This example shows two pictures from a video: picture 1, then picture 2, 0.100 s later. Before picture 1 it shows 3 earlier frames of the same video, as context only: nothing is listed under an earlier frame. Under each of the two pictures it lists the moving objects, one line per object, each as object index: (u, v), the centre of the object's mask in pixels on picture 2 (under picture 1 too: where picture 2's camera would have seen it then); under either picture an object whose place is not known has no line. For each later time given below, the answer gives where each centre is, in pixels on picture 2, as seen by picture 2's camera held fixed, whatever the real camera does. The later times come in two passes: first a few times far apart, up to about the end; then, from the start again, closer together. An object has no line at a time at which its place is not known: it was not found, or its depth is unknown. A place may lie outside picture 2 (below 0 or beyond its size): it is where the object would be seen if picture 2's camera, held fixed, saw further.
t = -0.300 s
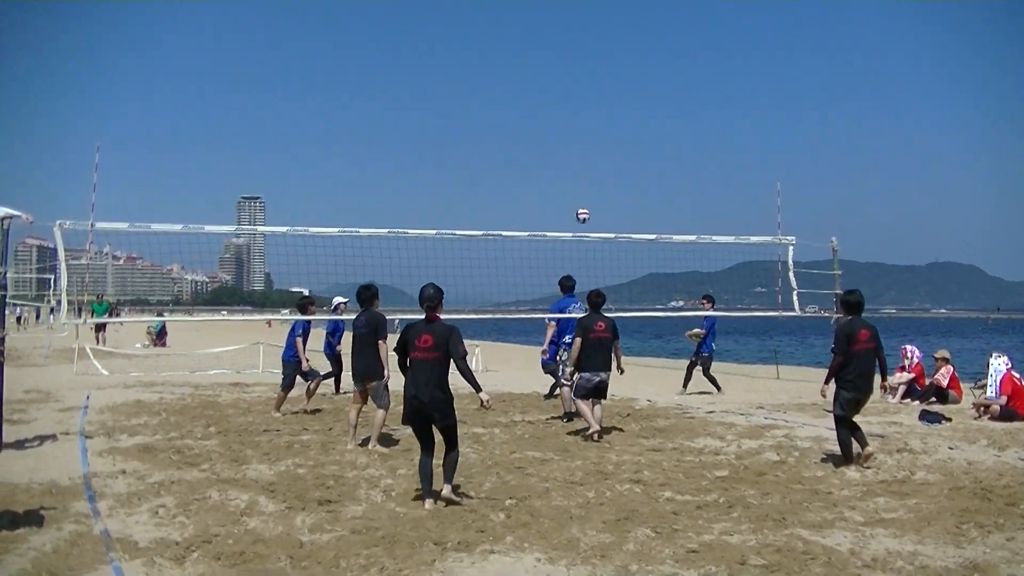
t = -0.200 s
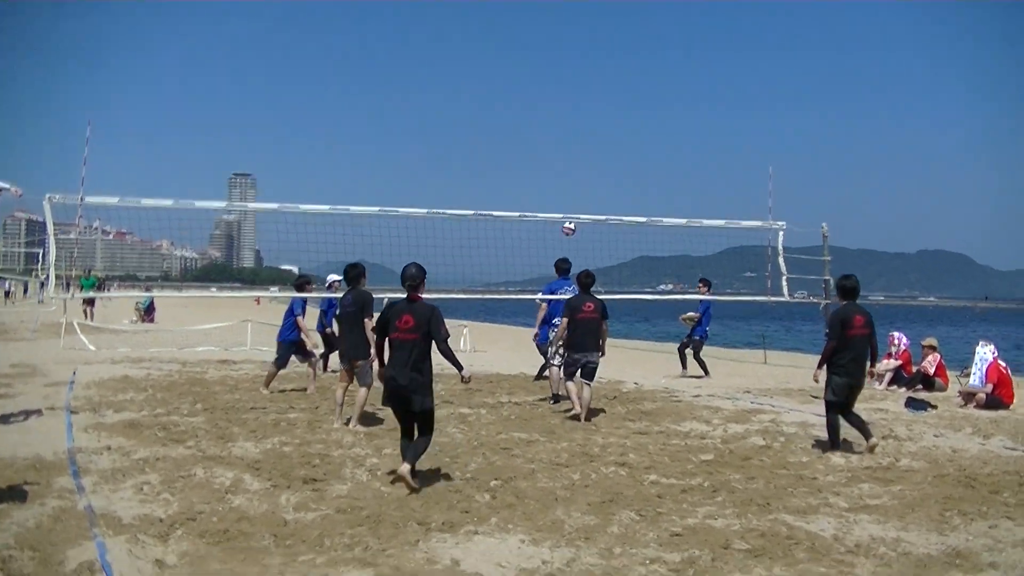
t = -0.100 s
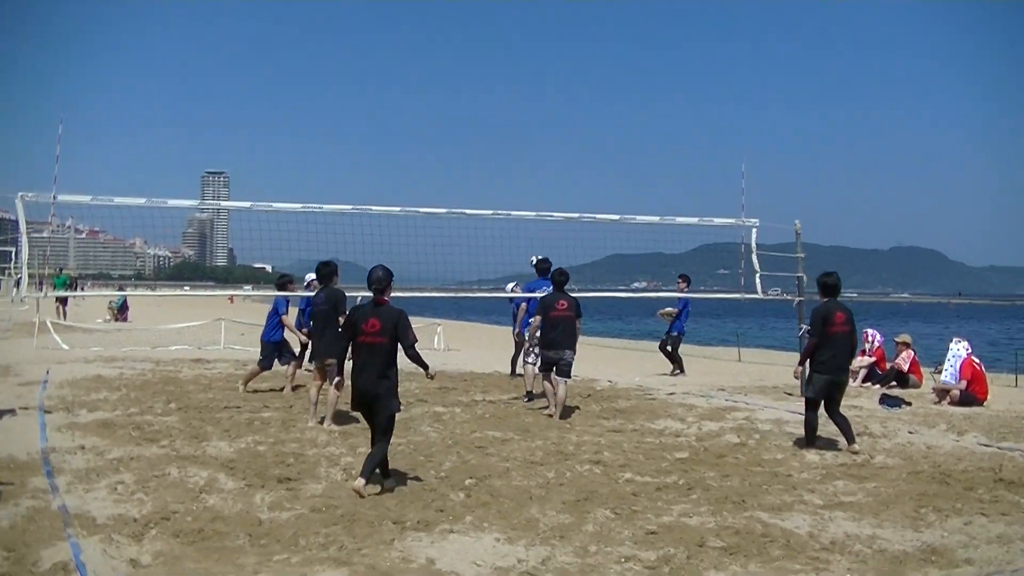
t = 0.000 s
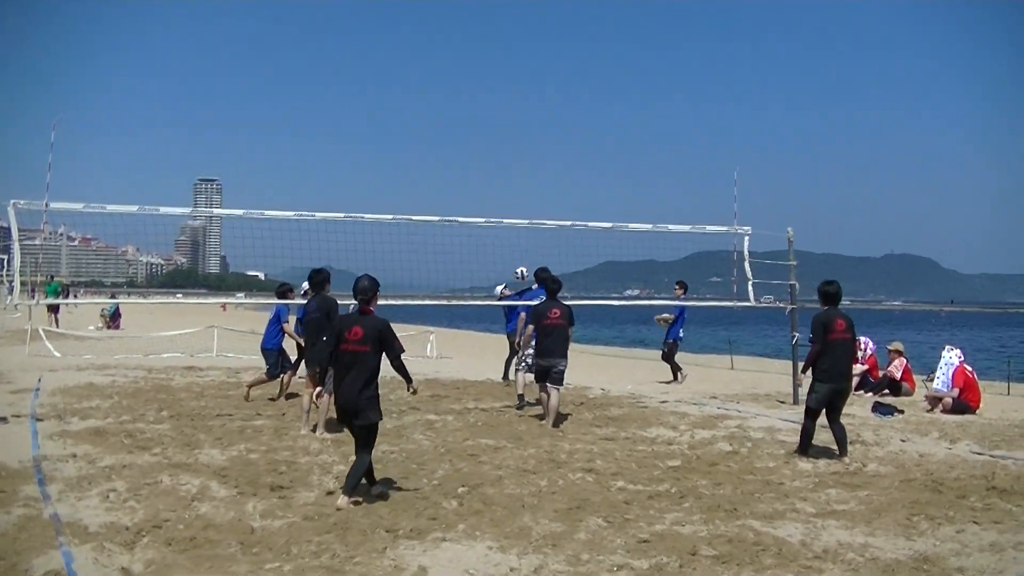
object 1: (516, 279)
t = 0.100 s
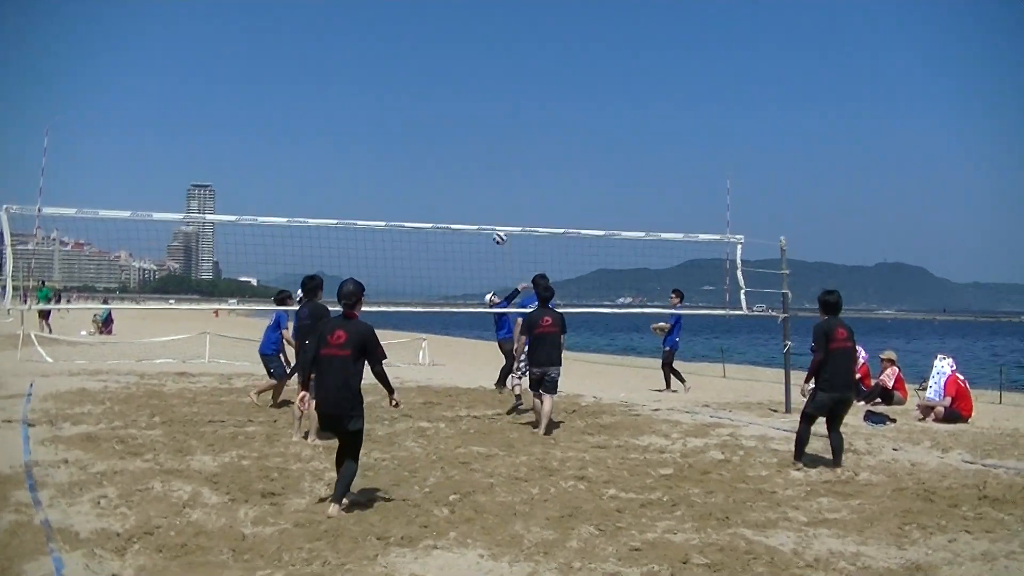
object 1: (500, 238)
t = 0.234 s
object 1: (479, 195)
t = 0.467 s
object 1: (445, 137)
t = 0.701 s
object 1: (402, 116)
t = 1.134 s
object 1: (323, 173)
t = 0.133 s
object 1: (494, 224)
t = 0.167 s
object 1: (489, 215)
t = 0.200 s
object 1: (484, 204)
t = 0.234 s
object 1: (479, 195)
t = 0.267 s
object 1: (475, 185)
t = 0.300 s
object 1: (470, 175)
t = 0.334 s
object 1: (466, 167)
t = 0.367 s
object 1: (461, 159)
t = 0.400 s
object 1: (456, 151)
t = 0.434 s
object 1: (451, 144)
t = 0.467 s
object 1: (445, 137)
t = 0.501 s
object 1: (440, 131)
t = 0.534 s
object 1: (434, 126)
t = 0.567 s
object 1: (427, 122)
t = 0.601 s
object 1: (421, 119)
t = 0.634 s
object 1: (415, 117)
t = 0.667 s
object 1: (408, 116)
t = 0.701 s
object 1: (402, 116)
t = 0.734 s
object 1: (396, 118)
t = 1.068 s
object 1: (335, 157)
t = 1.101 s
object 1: (329, 164)
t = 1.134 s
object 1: (323, 173)
